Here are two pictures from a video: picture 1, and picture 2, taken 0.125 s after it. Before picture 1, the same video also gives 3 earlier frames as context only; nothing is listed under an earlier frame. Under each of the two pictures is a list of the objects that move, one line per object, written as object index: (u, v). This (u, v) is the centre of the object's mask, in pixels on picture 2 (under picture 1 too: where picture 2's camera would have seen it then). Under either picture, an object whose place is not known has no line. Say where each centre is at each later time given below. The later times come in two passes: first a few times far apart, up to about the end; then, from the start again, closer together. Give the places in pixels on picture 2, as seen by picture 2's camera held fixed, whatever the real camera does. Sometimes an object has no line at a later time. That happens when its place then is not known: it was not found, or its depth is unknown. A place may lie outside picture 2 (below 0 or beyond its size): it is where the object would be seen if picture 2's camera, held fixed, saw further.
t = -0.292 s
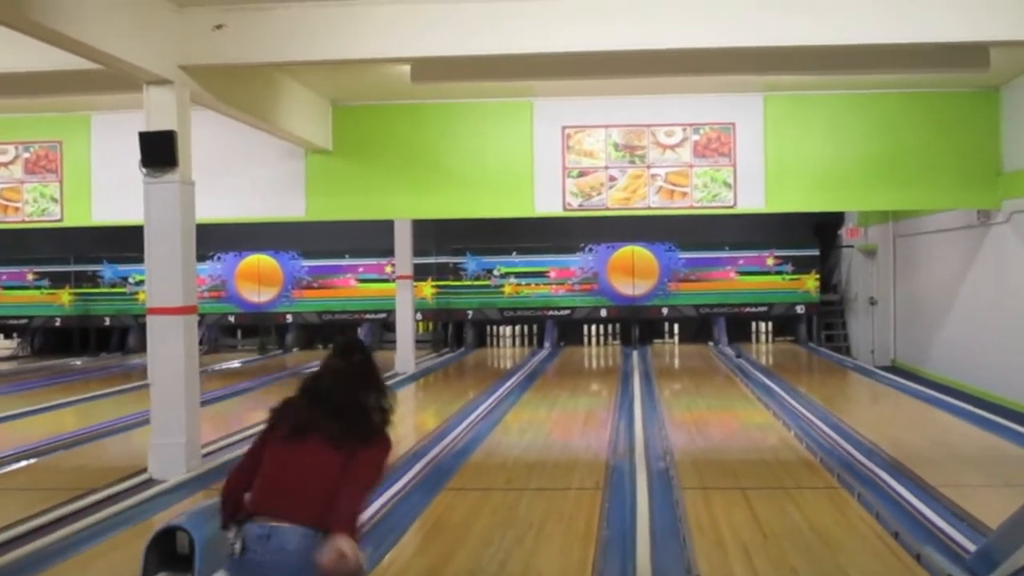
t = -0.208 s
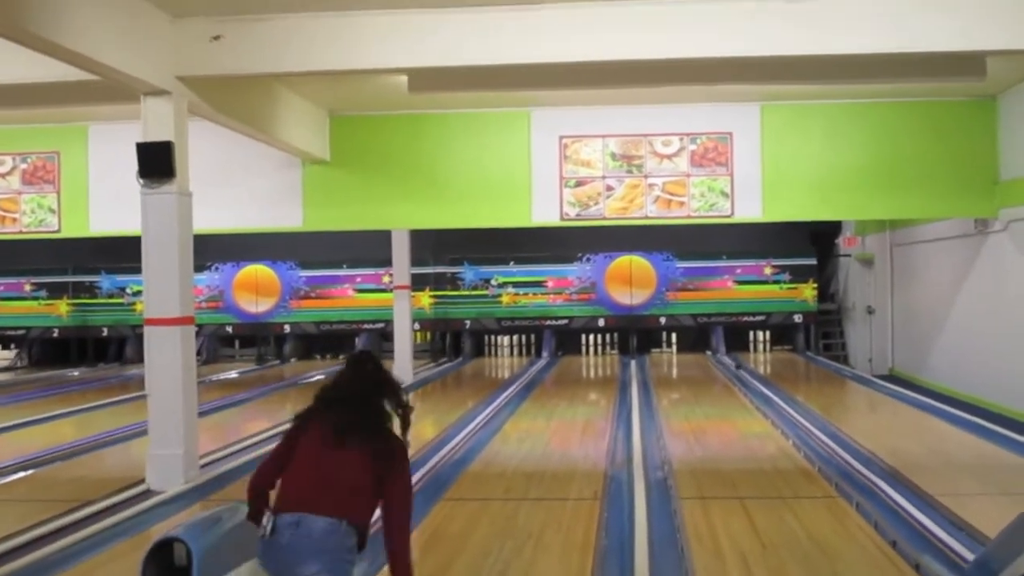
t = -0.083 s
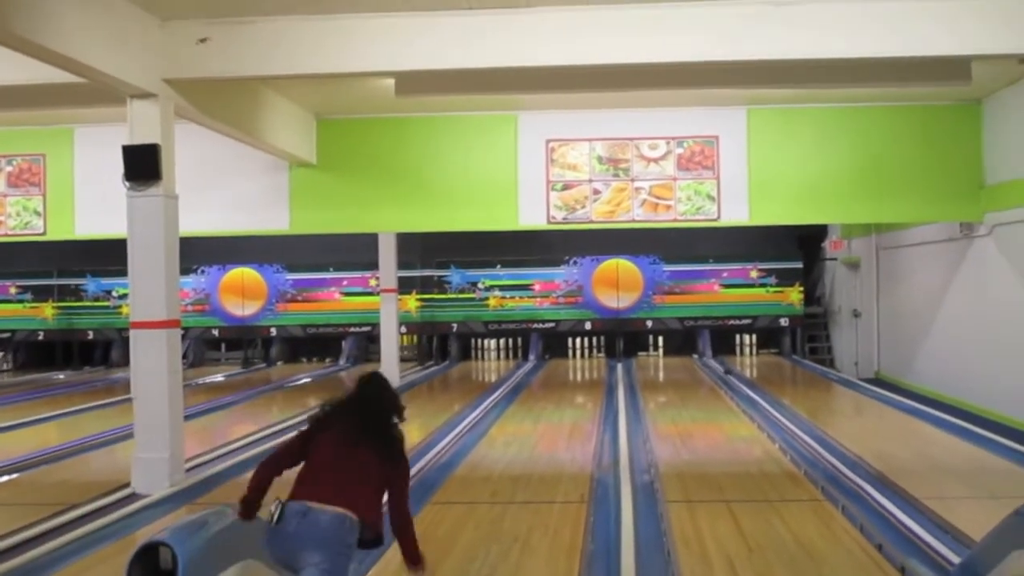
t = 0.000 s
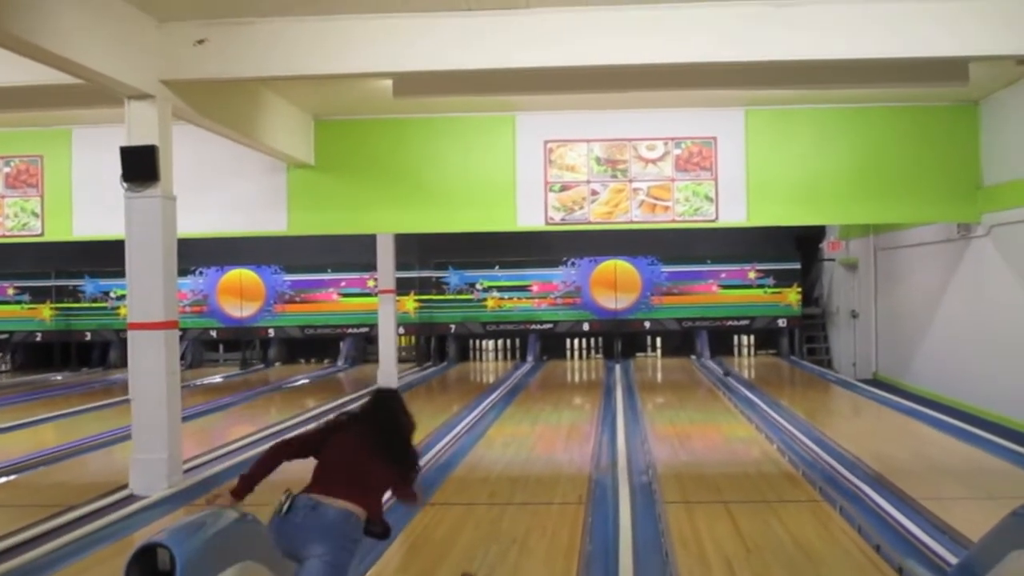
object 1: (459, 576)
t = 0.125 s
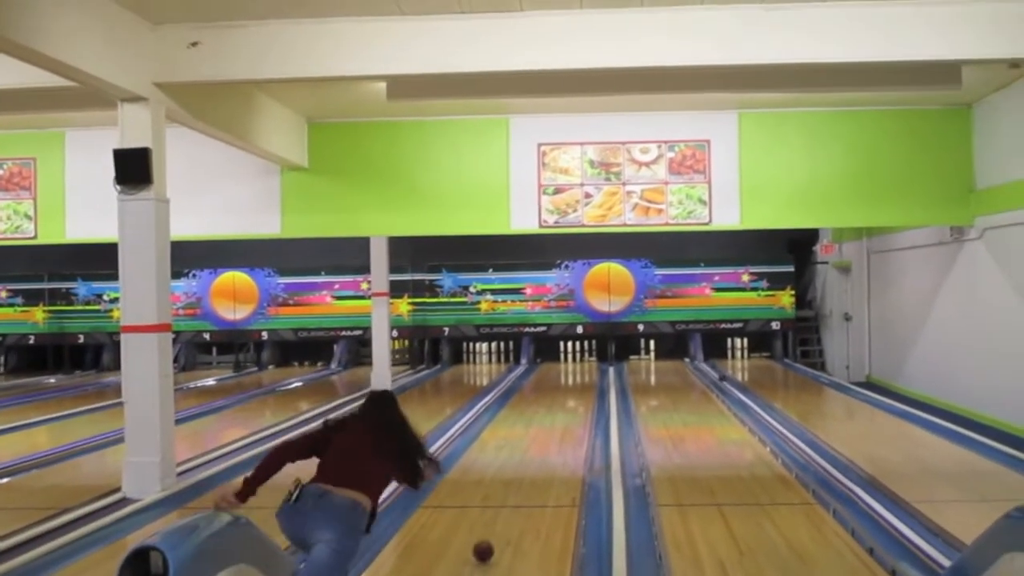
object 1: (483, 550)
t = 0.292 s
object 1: (503, 506)
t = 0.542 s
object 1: (522, 464)
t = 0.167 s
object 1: (489, 536)
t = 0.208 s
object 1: (494, 524)
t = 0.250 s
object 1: (499, 516)
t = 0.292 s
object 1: (503, 506)
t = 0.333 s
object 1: (507, 498)
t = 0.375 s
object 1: (510, 489)
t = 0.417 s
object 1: (513, 483)
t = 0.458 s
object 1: (516, 475)
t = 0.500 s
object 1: (519, 470)
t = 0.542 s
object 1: (522, 464)
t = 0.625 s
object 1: (526, 453)
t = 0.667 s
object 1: (528, 448)
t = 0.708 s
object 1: (530, 444)
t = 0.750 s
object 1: (532, 440)
